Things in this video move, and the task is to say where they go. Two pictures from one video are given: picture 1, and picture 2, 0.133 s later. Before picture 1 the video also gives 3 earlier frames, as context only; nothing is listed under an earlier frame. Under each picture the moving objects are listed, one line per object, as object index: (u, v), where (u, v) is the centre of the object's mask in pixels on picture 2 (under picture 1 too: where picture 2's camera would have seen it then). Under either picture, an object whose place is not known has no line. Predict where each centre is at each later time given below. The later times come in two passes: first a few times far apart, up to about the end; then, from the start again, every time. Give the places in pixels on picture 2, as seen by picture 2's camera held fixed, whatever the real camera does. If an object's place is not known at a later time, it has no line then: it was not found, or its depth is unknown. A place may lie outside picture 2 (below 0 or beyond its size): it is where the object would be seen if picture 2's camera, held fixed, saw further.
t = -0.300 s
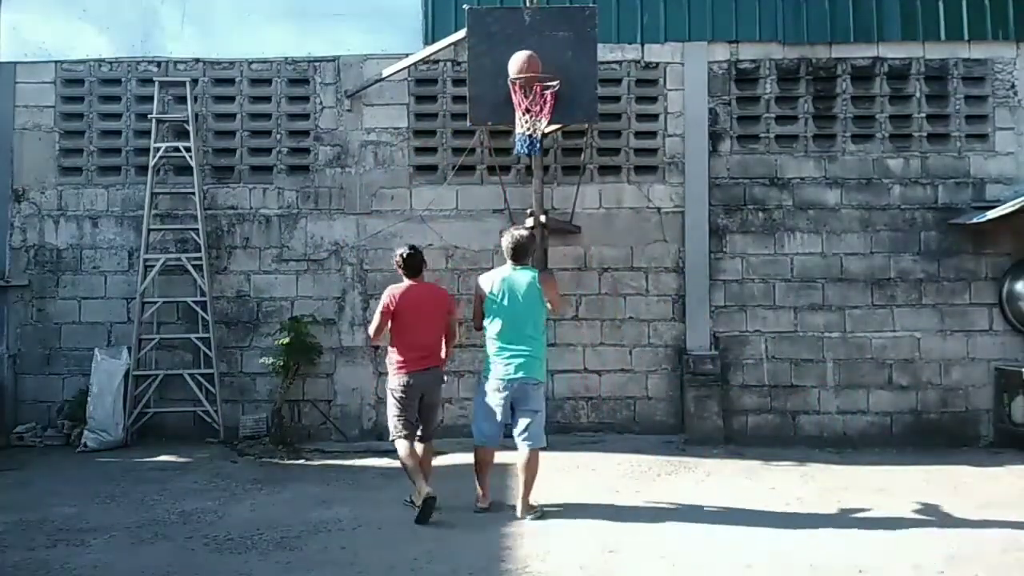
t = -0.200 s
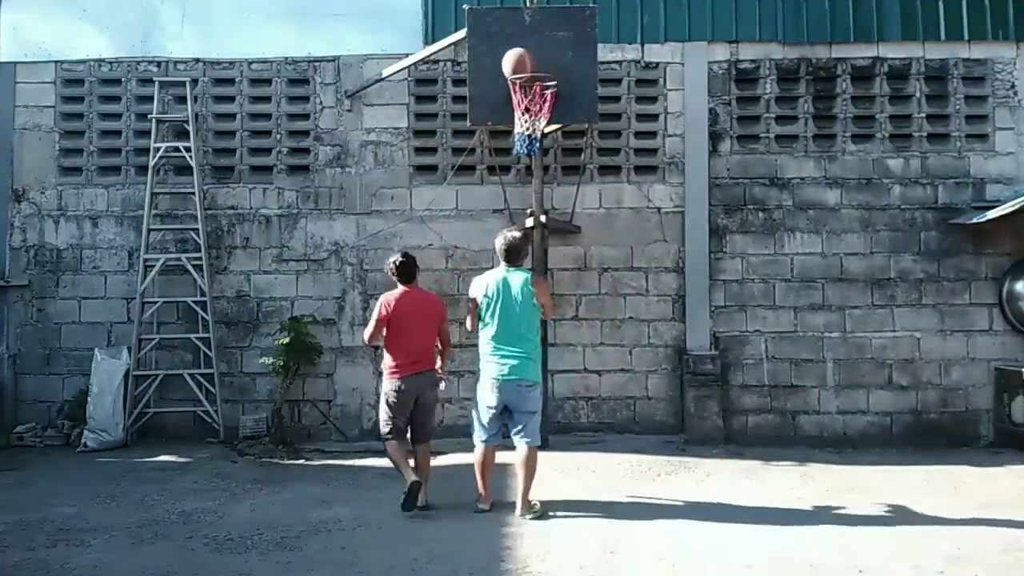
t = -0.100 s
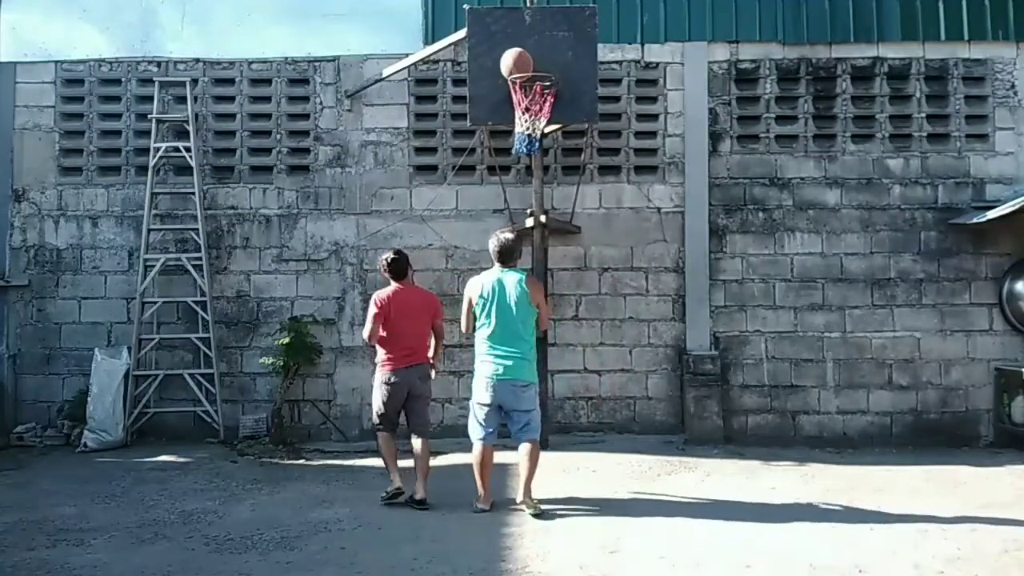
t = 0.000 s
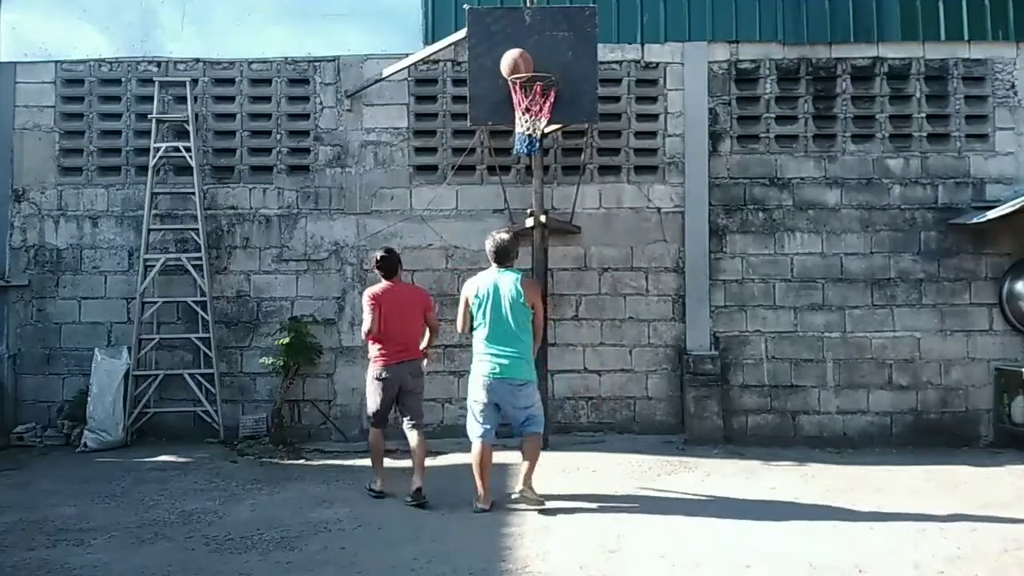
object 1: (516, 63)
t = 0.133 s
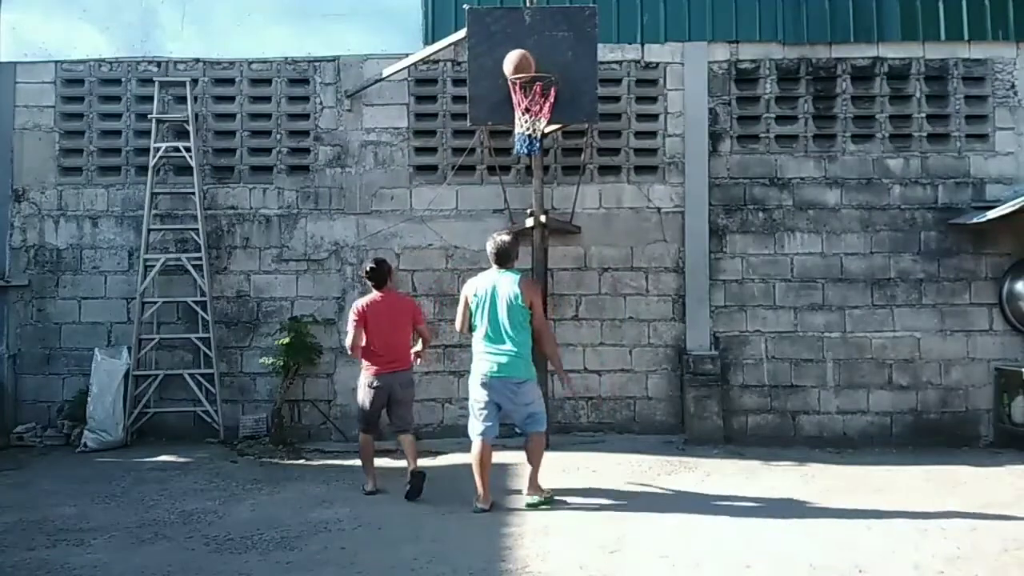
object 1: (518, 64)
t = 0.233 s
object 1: (522, 64)
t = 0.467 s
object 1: (531, 92)
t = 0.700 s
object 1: (539, 142)
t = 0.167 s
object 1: (519, 64)
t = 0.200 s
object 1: (521, 64)
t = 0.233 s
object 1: (522, 64)
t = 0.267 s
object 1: (524, 65)
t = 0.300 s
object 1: (526, 67)
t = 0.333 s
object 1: (528, 70)
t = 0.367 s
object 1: (529, 71)
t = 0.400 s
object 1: (530, 74)
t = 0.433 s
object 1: (532, 80)
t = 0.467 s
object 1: (531, 92)
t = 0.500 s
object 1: (533, 99)
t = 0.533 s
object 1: (534, 109)
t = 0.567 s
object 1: (540, 112)
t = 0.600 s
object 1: (535, 119)
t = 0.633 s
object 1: (534, 121)
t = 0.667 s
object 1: (534, 124)
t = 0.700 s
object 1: (539, 142)
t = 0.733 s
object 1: (536, 148)
